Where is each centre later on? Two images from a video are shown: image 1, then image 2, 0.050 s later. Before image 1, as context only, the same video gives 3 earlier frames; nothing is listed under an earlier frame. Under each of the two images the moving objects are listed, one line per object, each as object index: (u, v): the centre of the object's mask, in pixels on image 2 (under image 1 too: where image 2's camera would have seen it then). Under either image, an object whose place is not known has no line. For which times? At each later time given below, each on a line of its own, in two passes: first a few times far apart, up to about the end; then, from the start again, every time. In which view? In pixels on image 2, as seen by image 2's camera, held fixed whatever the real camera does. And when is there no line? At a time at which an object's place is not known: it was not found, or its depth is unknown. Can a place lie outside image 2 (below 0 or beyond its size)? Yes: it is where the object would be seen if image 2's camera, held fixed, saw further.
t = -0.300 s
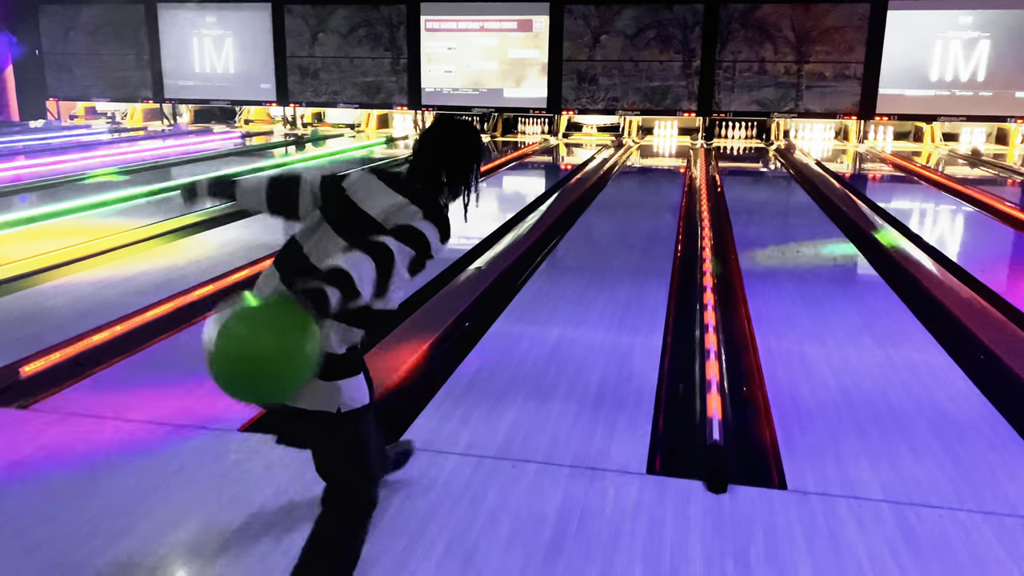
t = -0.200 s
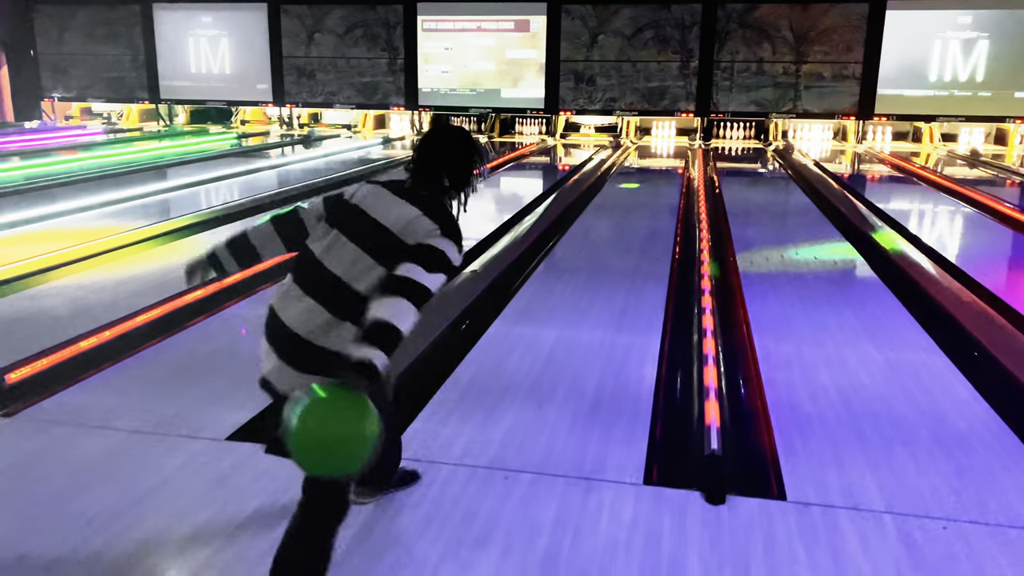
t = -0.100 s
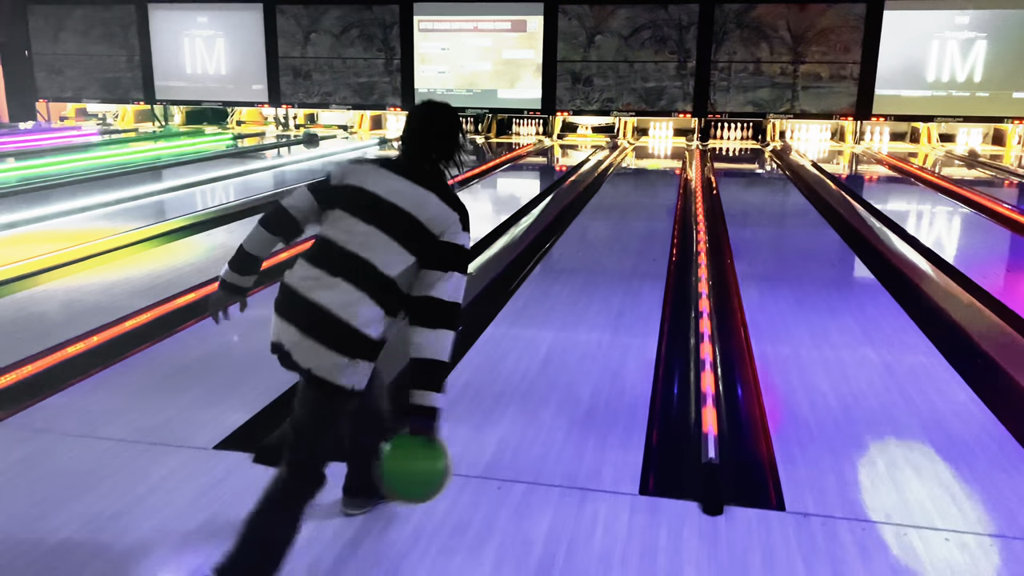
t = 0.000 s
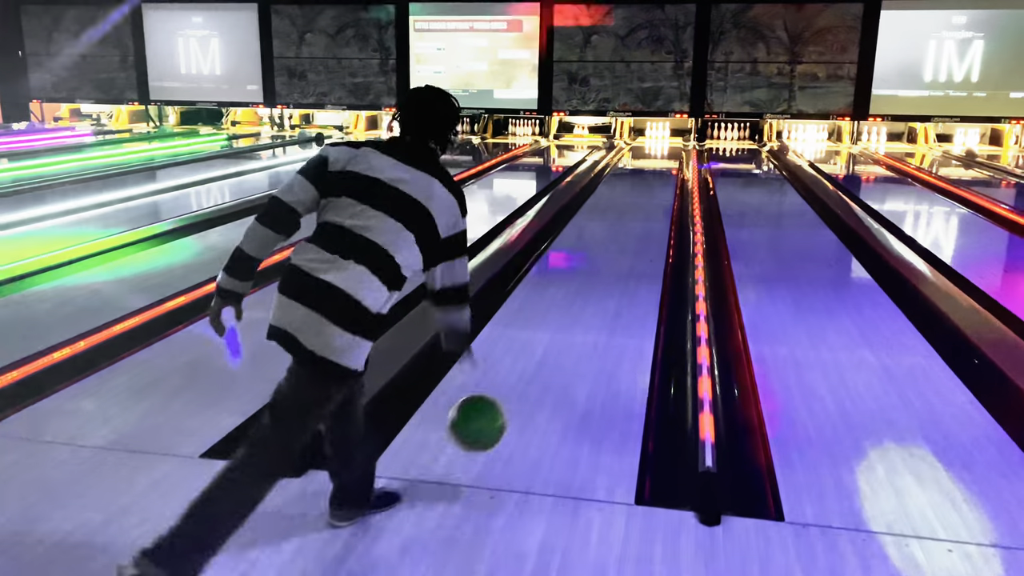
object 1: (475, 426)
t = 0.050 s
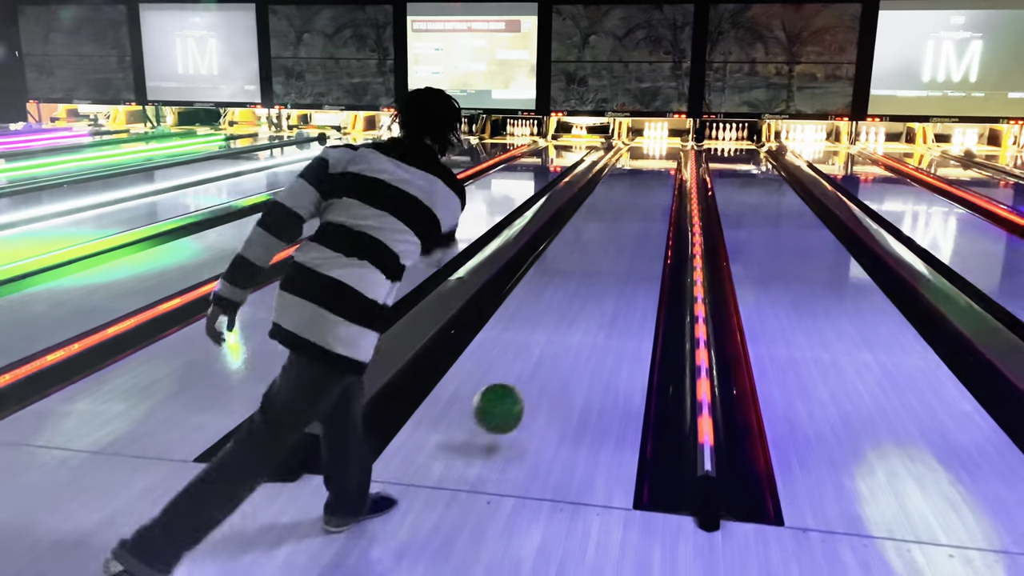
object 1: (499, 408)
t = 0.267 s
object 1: (563, 315)
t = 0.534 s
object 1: (603, 247)
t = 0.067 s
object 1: (505, 405)
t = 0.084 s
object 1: (512, 403)
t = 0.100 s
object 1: (517, 392)
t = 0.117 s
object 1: (523, 381)
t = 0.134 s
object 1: (529, 370)
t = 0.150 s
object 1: (534, 362)
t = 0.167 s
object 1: (539, 354)
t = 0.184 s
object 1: (543, 347)
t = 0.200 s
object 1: (548, 340)
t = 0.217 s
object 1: (551, 334)
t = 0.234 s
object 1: (555, 327)
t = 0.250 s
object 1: (559, 321)
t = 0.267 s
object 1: (563, 315)
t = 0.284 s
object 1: (566, 309)
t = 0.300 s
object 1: (569, 304)
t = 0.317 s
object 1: (572, 299)
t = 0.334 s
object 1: (575, 293)
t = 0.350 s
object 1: (578, 289)
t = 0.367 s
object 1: (581, 284)
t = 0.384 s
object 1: (584, 280)
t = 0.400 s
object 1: (586, 275)
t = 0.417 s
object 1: (588, 271)
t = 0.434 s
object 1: (591, 267)
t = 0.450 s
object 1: (593, 264)
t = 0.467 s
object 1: (595, 261)
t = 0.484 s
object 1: (597, 257)
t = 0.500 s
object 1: (599, 254)
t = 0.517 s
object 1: (601, 251)
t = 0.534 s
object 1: (603, 247)
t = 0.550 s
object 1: (604, 245)
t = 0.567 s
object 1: (606, 242)
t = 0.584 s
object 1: (608, 240)
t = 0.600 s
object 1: (609, 236)
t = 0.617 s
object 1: (611, 234)
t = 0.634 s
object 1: (612, 231)
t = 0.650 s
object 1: (614, 229)
